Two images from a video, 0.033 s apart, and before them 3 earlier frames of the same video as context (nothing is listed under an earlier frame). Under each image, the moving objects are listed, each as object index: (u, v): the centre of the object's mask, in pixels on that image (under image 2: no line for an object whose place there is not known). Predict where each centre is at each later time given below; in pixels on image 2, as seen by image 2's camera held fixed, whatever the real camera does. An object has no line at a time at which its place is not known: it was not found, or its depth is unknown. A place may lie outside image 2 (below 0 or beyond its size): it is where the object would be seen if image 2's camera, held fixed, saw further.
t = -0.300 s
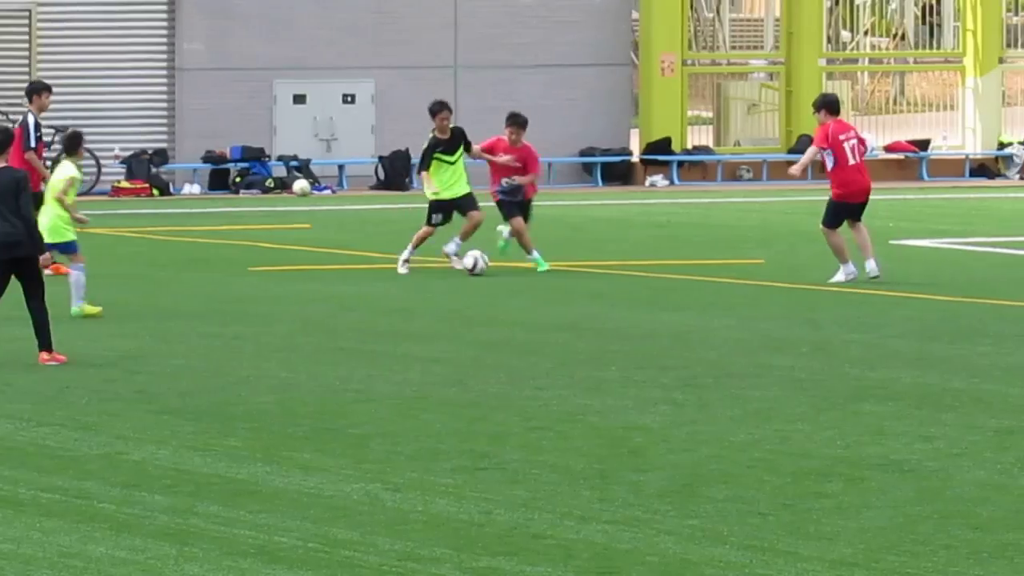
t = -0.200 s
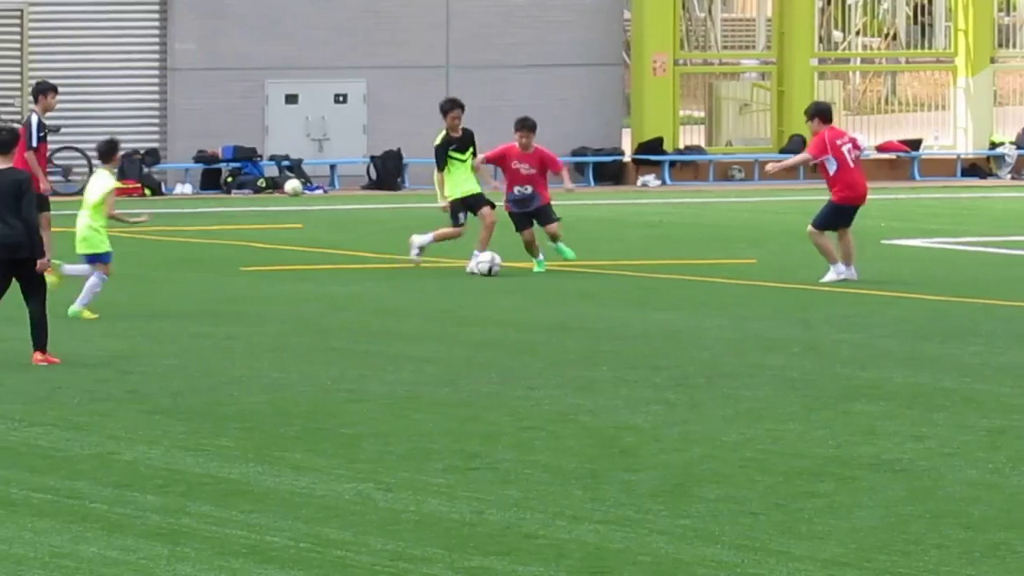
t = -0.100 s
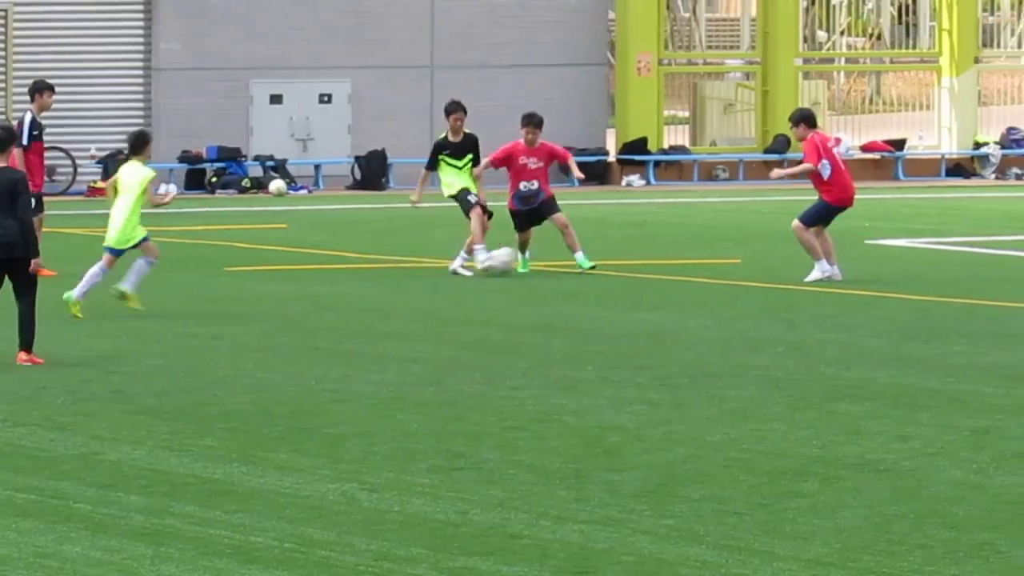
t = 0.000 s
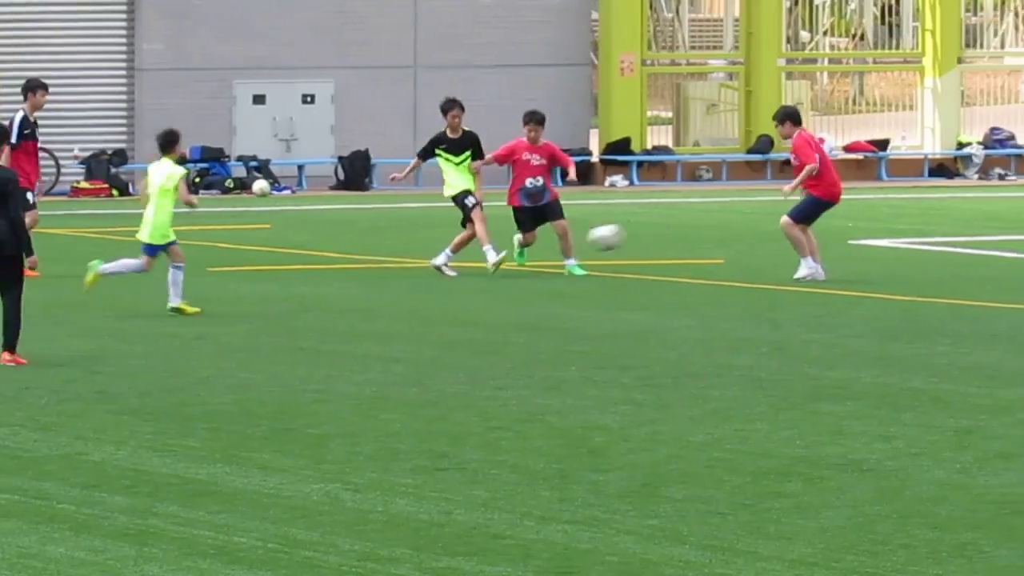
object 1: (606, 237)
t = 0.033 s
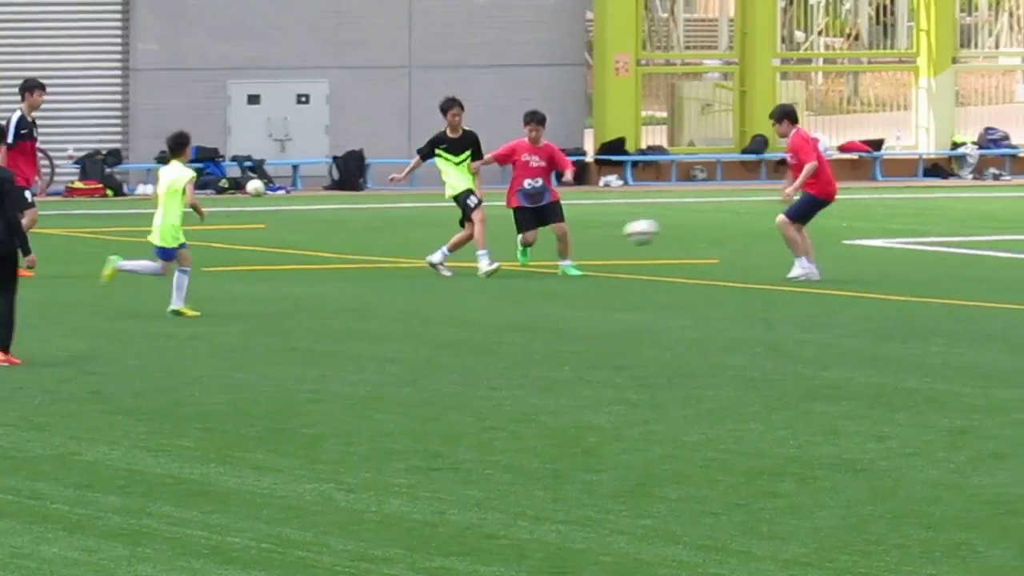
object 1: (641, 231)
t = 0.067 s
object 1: (682, 227)
